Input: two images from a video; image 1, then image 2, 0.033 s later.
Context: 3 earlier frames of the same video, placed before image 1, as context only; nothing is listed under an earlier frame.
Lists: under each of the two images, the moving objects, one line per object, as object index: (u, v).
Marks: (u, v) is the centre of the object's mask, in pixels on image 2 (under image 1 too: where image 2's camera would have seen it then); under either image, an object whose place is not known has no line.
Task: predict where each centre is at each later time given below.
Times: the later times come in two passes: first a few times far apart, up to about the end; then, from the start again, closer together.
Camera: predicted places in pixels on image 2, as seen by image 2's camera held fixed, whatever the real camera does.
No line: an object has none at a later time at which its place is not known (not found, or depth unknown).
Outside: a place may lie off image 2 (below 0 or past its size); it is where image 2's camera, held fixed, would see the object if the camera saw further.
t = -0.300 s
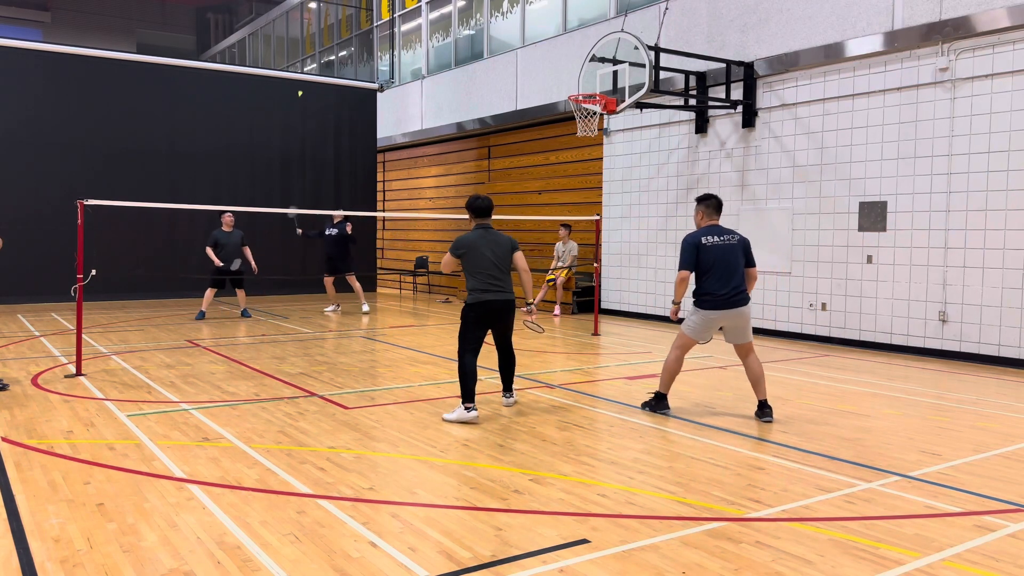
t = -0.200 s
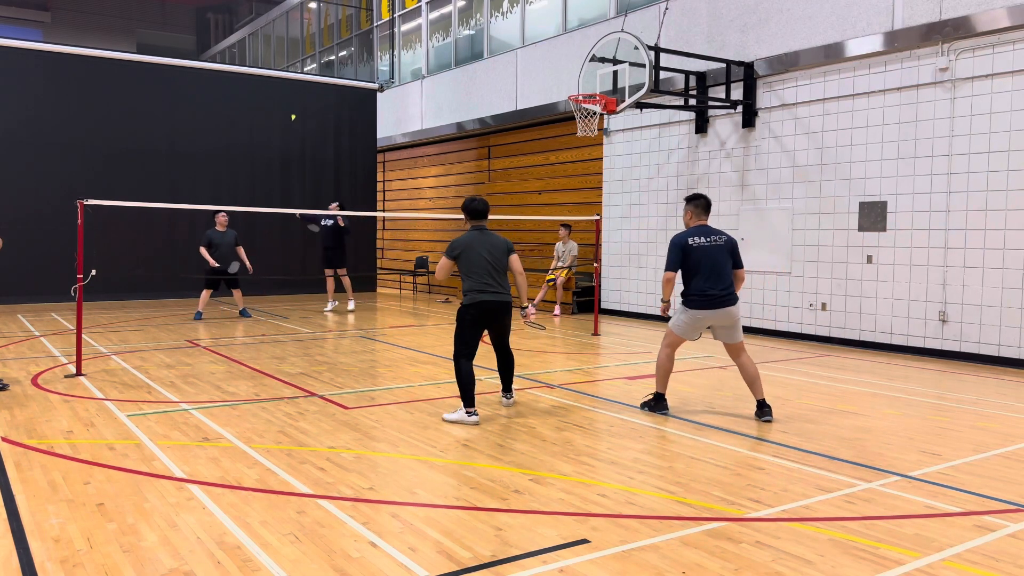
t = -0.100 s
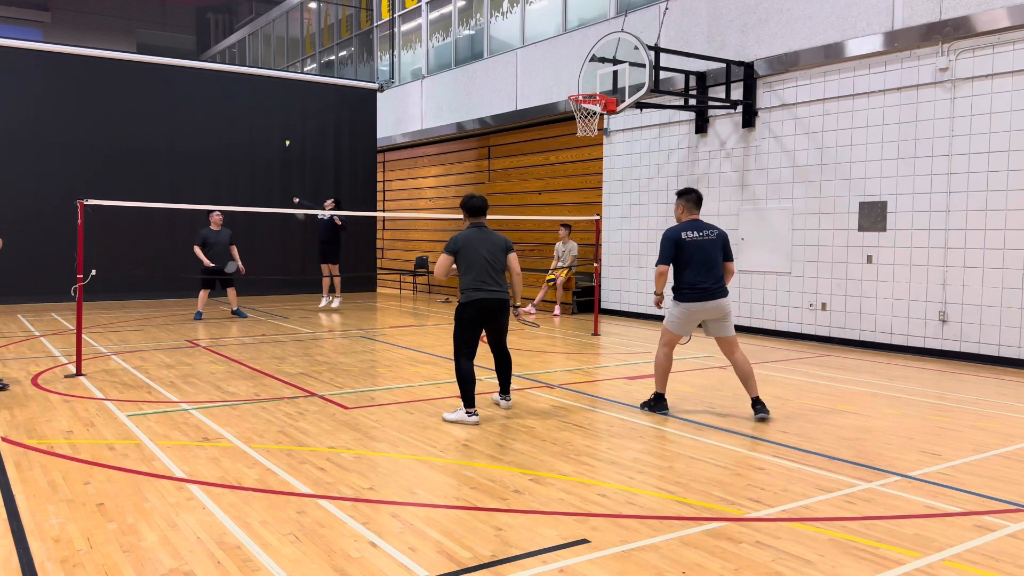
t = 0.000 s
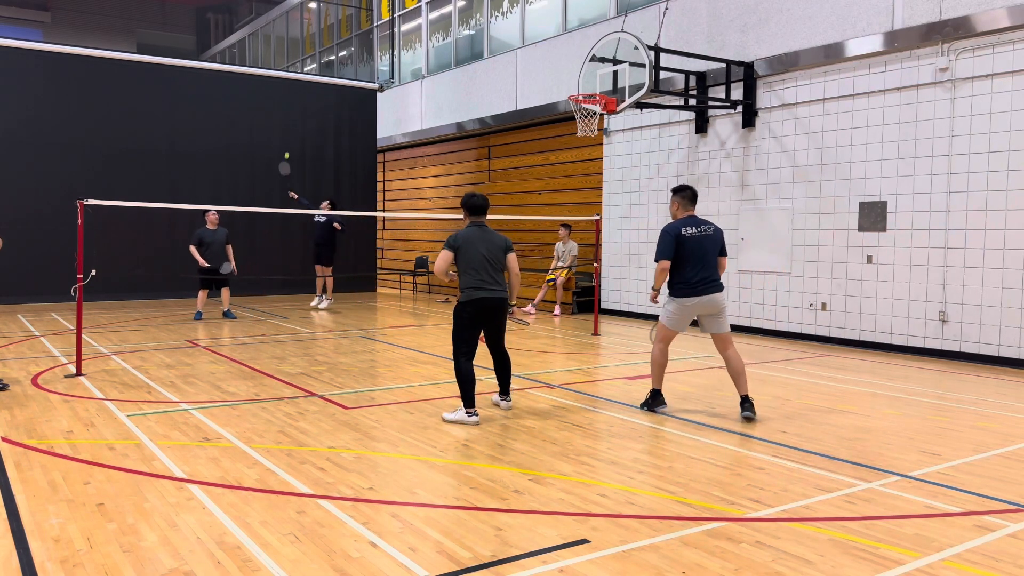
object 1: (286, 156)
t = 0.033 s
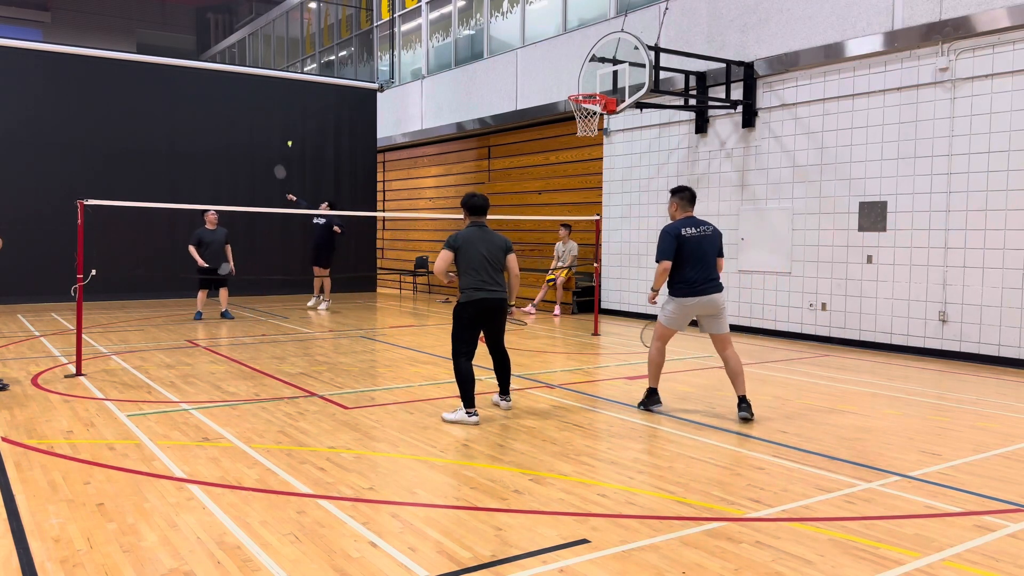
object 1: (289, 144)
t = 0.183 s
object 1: (301, 109)
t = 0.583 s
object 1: (330, 100)
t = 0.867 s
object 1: (349, 172)
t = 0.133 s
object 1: (298, 119)
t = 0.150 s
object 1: (299, 115)
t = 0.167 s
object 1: (300, 111)
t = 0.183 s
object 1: (301, 109)
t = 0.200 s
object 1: (302, 107)
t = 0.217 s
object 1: (303, 105)
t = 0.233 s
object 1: (304, 103)
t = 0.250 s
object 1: (305, 101)
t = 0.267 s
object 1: (307, 99)
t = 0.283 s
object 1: (308, 97)
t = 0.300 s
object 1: (310, 96)
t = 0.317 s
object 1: (311, 94)
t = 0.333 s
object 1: (312, 93)
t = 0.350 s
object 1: (313, 91)
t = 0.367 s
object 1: (314, 91)
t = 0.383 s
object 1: (316, 90)
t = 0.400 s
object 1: (317, 90)
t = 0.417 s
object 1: (319, 89)
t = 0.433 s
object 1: (320, 89)
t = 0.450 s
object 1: (321, 89)
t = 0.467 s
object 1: (322, 90)
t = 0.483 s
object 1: (323, 91)
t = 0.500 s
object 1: (324, 92)
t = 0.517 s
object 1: (326, 93)
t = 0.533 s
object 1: (327, 94)
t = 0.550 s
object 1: (328, 96)
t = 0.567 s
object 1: (329, 98)
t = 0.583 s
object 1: (330, 100)
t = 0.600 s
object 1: (331, 103)
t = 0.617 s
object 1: (332, 105)
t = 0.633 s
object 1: (334, 108)
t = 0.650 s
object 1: (335, 111)
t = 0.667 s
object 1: (336, 115)
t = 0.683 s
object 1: (337, 118)
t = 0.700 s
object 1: (338, 122)
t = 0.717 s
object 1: (339, 126)
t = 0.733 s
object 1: (340, 130)
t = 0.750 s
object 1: (341, 134)
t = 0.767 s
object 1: (342, 139)
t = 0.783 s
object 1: (343, 144)
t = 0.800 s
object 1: (344, 149)
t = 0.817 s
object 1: (345, 154)
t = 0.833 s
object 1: (346, 160)
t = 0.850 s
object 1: (348, 166)
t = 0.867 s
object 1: (349, 172)
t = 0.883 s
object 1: (350, 178)
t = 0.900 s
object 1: (351, 184)
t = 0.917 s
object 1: (352, 190)
